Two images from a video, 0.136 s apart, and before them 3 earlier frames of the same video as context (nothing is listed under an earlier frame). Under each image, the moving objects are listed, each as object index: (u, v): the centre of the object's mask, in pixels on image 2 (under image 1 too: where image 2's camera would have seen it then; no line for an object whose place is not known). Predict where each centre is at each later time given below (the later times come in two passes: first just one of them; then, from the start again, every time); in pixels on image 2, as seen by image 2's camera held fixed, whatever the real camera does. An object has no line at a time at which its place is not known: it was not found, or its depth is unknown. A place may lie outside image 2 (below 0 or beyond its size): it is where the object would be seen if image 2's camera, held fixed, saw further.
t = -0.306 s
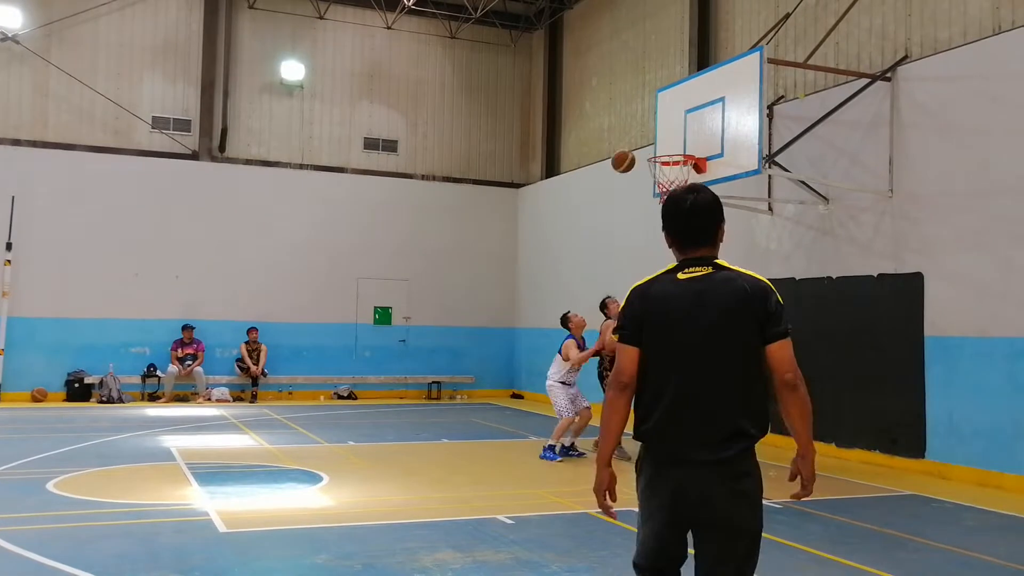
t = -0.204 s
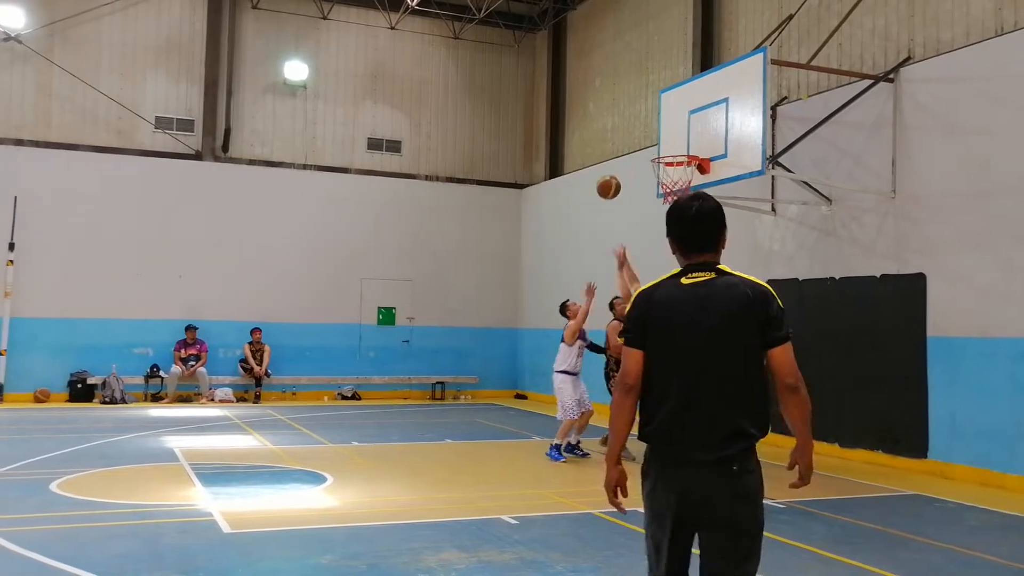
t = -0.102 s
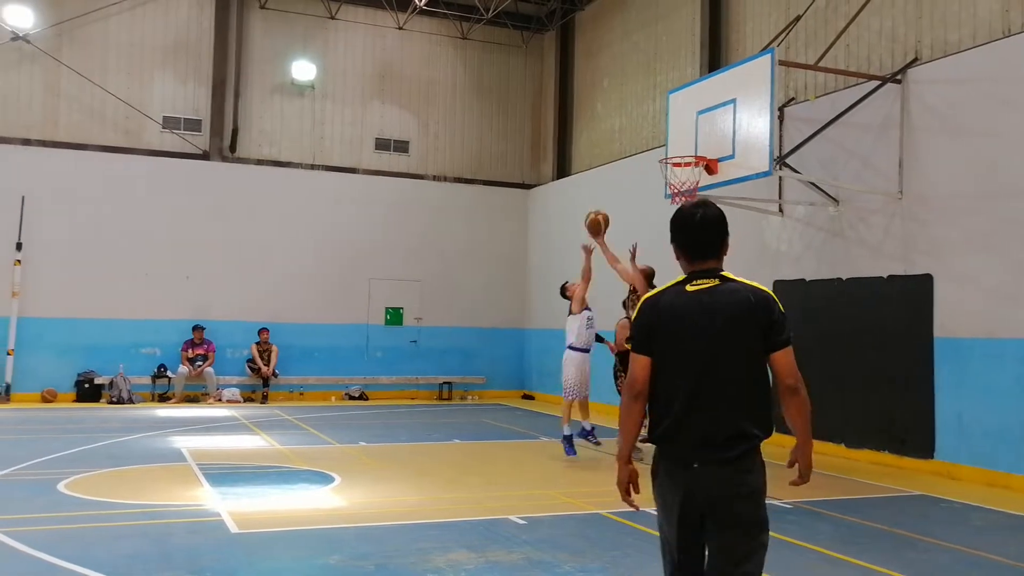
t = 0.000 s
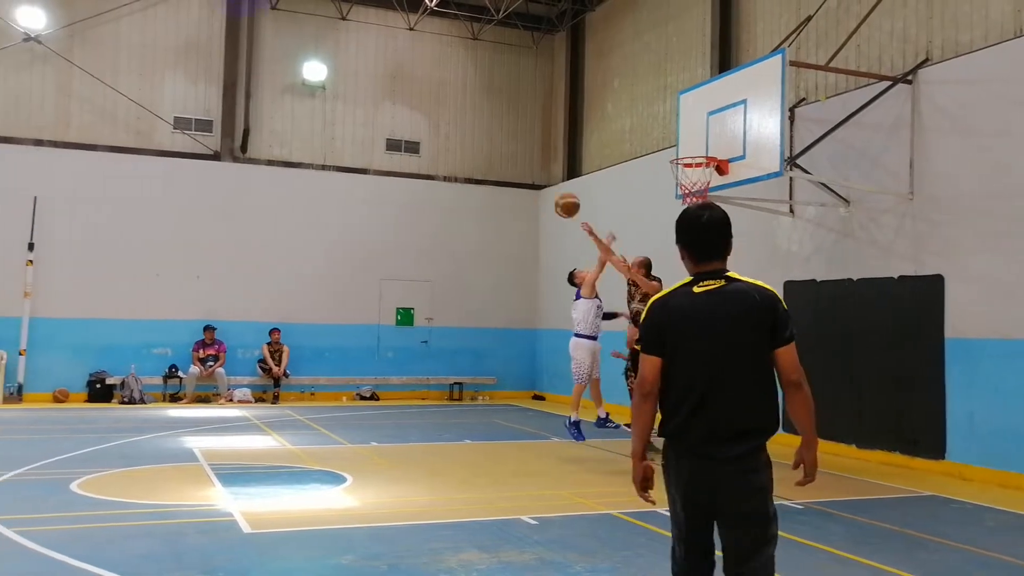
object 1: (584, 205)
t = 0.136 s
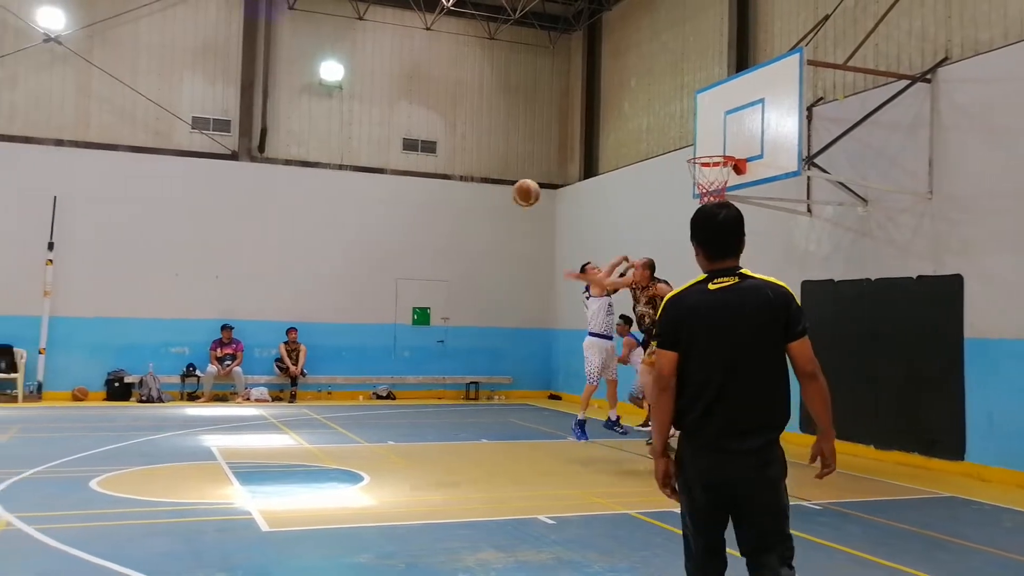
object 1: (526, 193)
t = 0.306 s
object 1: (447, 209)
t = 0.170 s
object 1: (511, 193)
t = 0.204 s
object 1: (495, 195)
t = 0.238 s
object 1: (479, 198)
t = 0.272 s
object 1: (463, 203)
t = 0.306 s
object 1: (447, 209)
